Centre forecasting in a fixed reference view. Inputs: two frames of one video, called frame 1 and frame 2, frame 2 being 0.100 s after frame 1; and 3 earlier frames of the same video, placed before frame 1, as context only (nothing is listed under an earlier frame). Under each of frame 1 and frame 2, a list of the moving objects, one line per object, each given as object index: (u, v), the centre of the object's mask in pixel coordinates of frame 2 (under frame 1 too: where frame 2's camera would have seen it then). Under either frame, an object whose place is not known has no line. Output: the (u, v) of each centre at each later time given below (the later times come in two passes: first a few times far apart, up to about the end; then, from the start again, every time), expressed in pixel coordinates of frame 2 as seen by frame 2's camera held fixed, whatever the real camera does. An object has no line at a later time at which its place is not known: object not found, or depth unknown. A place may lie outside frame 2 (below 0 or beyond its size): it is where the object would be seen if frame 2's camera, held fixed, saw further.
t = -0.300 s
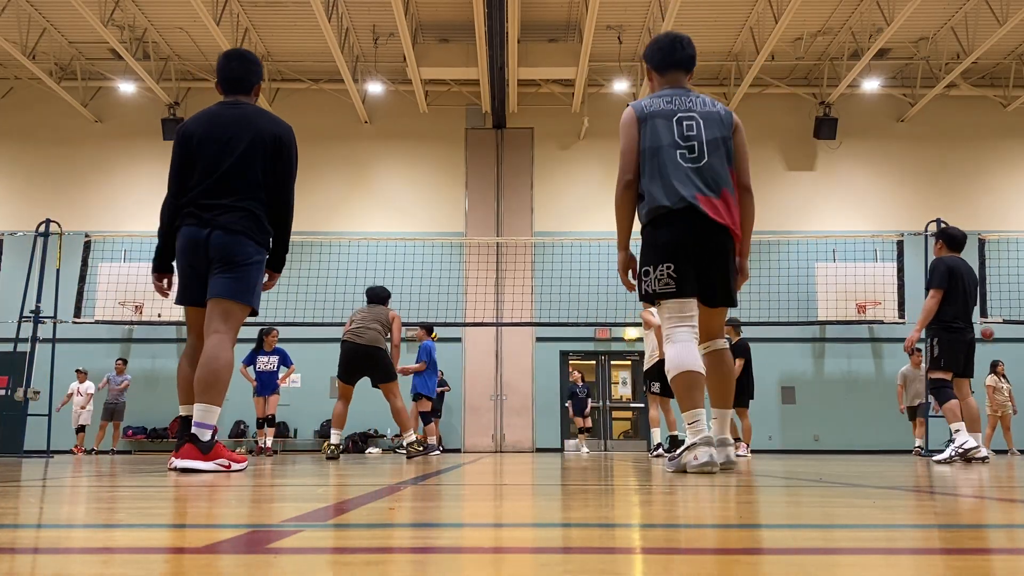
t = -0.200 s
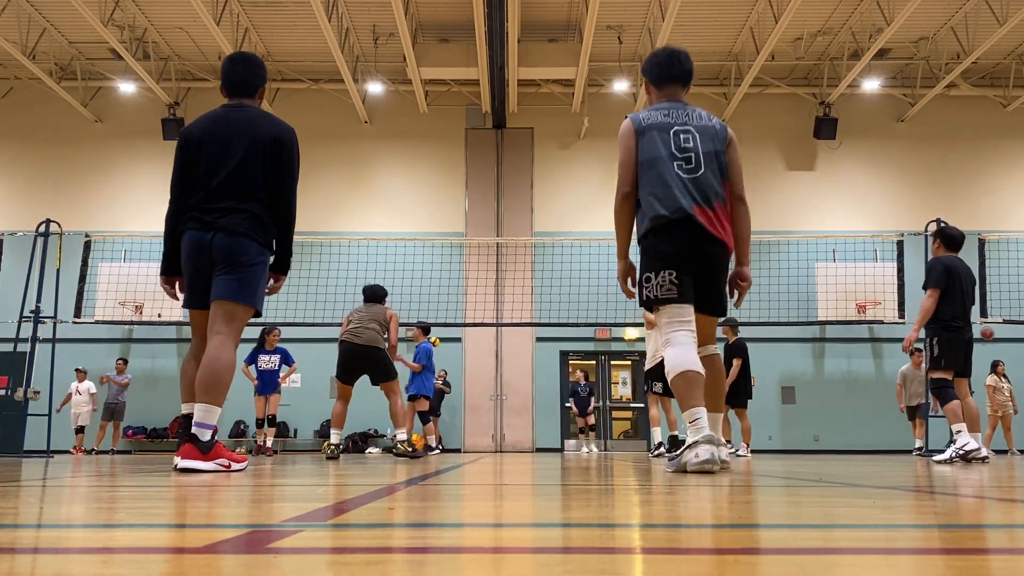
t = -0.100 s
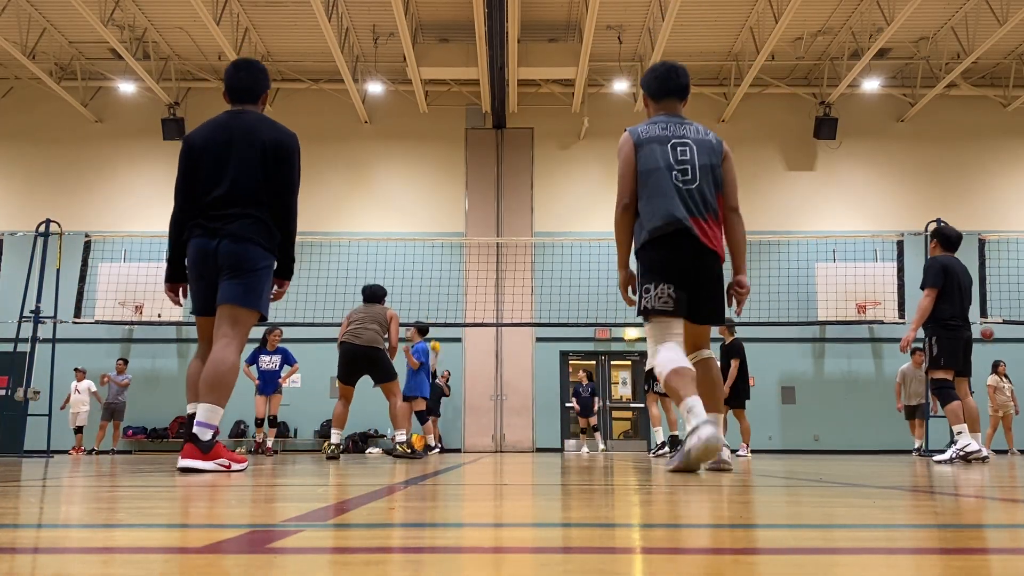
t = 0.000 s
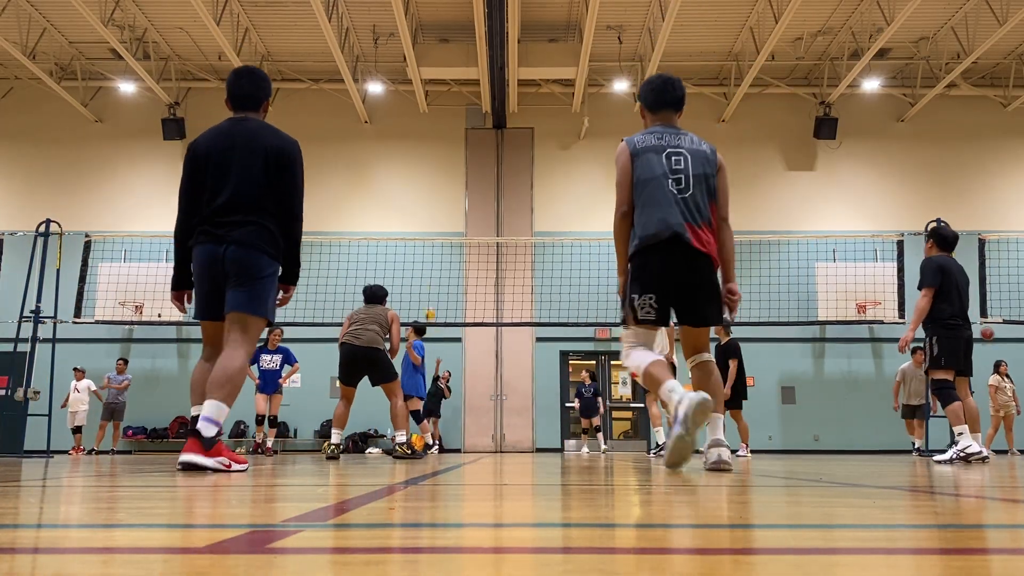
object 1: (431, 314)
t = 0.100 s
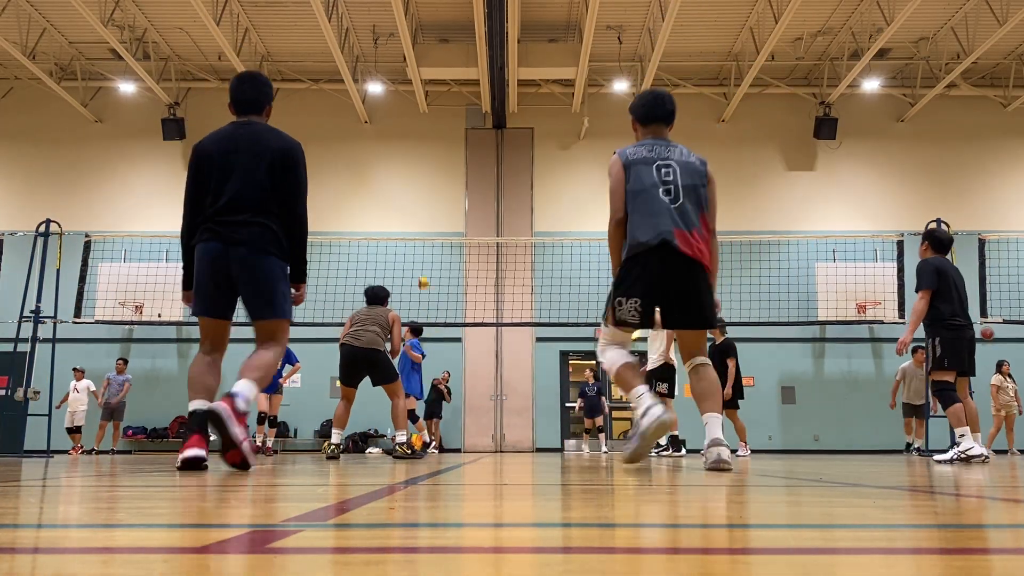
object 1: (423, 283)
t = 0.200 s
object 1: (416, 253)
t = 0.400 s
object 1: (395, 200)
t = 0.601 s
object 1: (370, 158)
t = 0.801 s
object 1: (329, 144)
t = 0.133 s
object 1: (421, 272)
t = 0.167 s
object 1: (419, 263)
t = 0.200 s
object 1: (416, 253)
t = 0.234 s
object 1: (413, 245)
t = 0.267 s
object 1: (409, 234)
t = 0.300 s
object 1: (407, 224)
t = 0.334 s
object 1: (404, 215)
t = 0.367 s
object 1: (400, 208)
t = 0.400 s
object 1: (395, 200)
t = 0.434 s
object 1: (391, 191)
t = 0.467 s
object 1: (388, 183)
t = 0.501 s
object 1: (383, 176)
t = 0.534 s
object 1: (380, 170)
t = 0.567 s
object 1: (375, 163)
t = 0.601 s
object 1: (370, 158)
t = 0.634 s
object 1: (365, 151)
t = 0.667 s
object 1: (359, 146)
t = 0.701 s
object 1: (351, 146)
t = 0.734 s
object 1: (345, 145)
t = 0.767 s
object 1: (338, 142)
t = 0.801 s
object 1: (329, 144)
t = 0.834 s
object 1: (320, 146)
